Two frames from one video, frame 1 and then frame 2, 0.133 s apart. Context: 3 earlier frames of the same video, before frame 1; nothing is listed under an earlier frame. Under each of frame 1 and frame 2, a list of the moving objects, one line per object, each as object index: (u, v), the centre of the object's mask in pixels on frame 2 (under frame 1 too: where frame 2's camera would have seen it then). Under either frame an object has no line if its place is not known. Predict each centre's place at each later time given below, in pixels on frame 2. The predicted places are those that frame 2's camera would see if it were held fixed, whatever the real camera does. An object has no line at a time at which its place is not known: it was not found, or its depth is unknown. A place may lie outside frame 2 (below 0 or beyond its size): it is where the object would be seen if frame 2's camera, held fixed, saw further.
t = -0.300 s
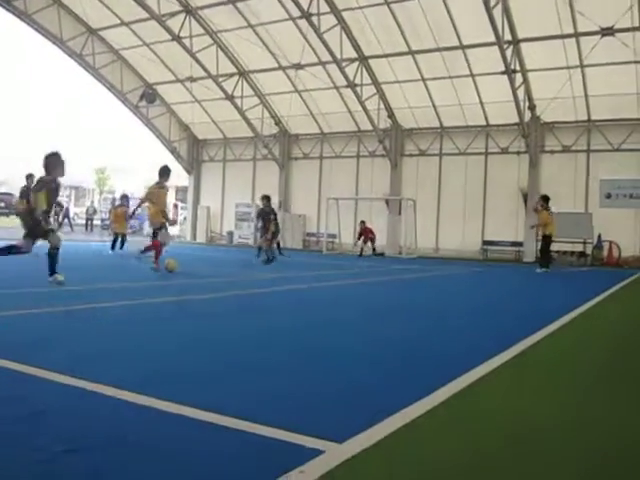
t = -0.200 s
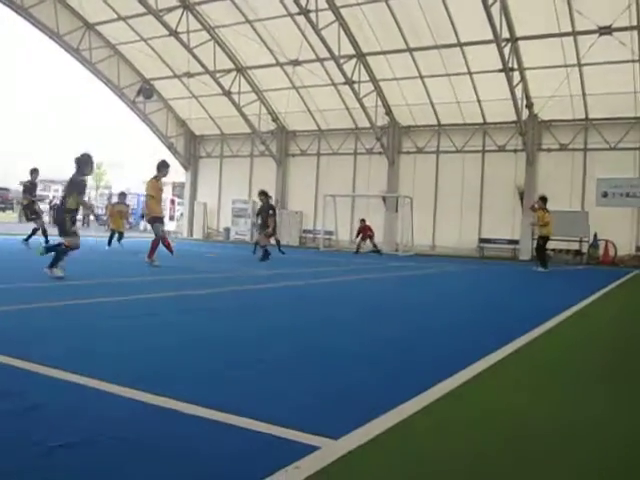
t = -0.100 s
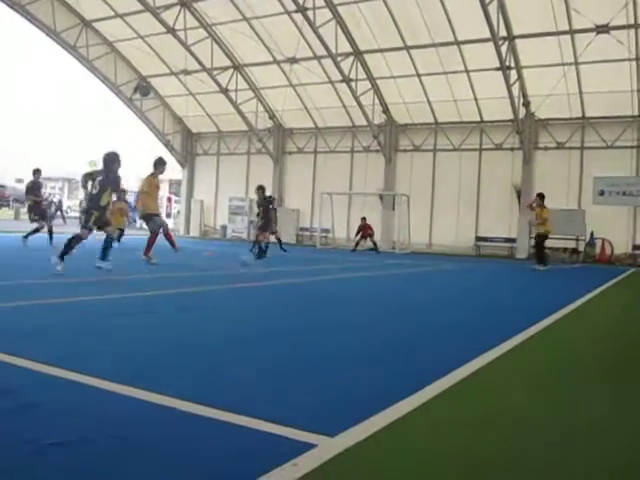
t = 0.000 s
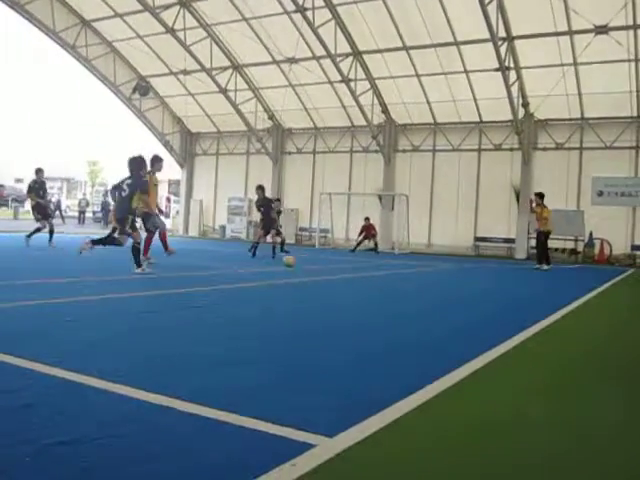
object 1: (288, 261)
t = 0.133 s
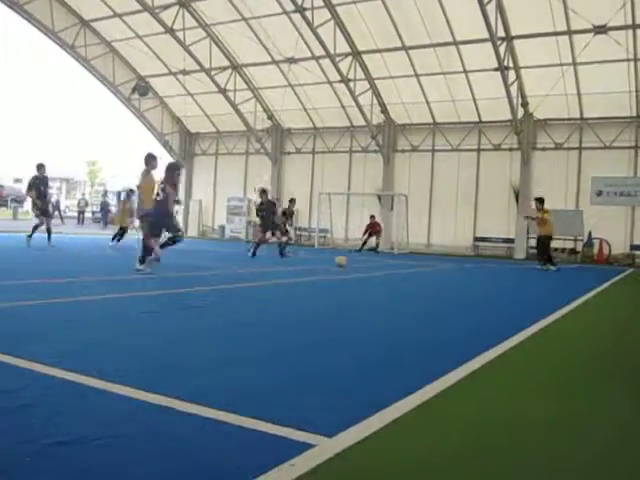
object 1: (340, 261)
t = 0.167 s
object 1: (352, 261)
